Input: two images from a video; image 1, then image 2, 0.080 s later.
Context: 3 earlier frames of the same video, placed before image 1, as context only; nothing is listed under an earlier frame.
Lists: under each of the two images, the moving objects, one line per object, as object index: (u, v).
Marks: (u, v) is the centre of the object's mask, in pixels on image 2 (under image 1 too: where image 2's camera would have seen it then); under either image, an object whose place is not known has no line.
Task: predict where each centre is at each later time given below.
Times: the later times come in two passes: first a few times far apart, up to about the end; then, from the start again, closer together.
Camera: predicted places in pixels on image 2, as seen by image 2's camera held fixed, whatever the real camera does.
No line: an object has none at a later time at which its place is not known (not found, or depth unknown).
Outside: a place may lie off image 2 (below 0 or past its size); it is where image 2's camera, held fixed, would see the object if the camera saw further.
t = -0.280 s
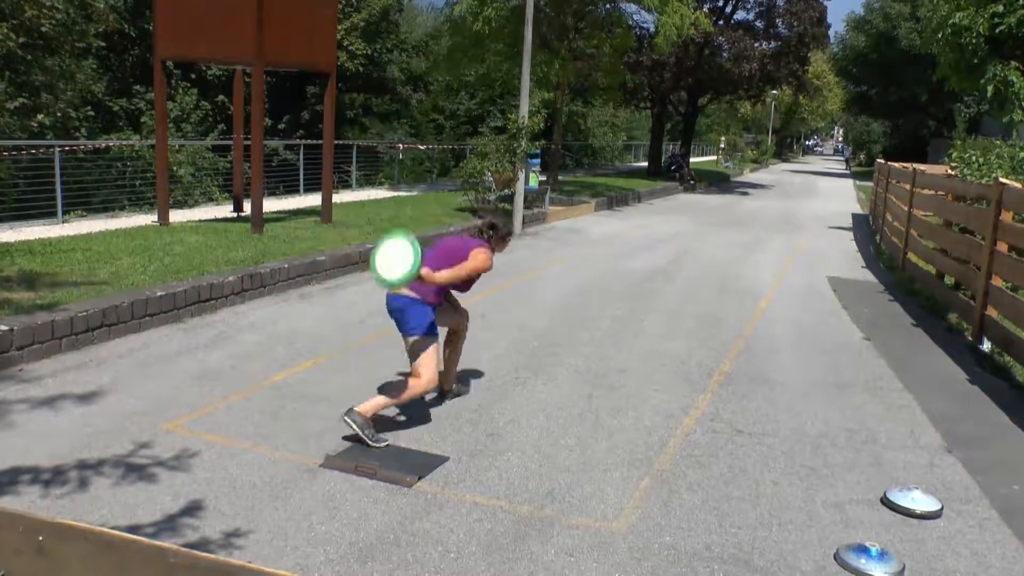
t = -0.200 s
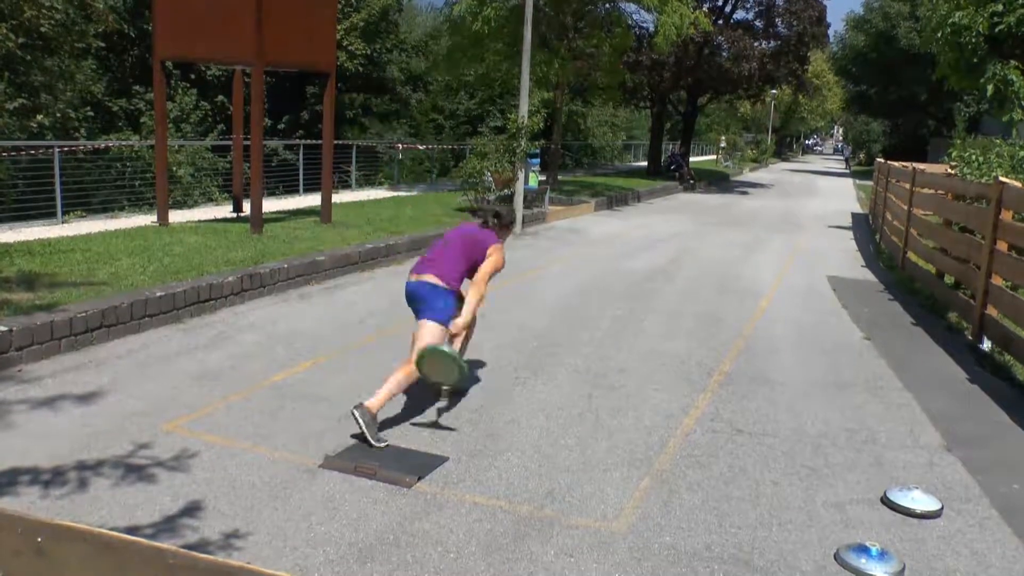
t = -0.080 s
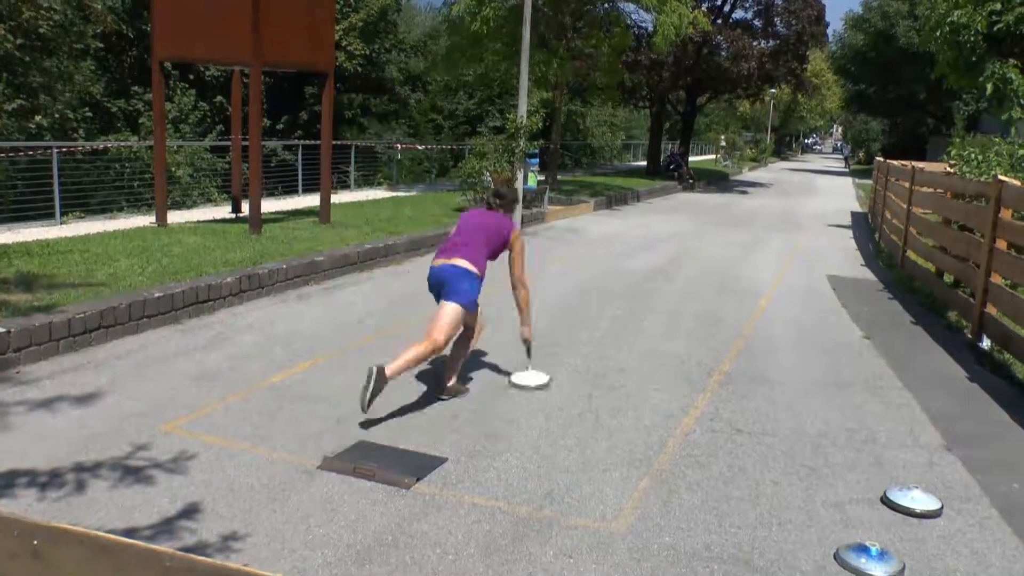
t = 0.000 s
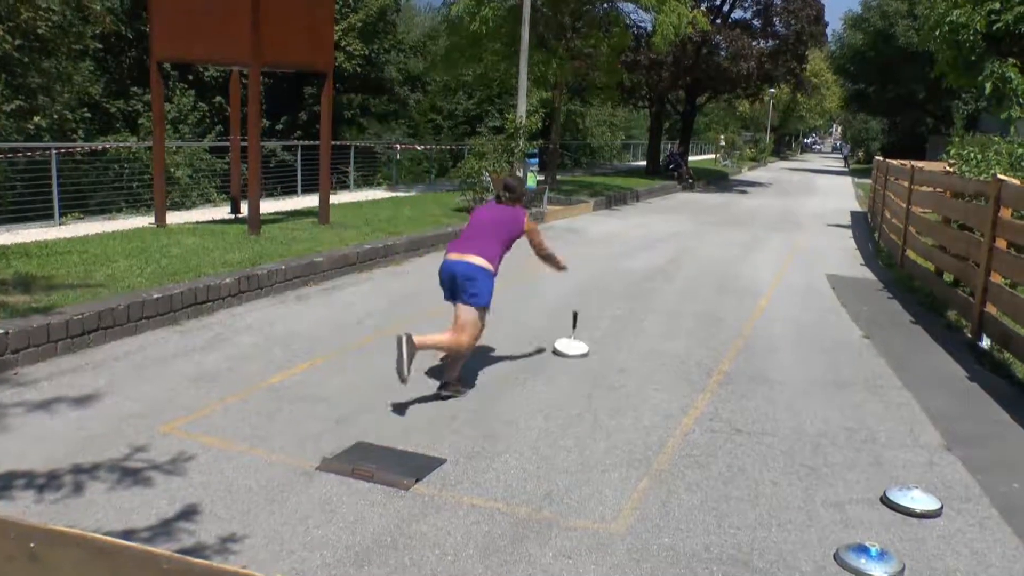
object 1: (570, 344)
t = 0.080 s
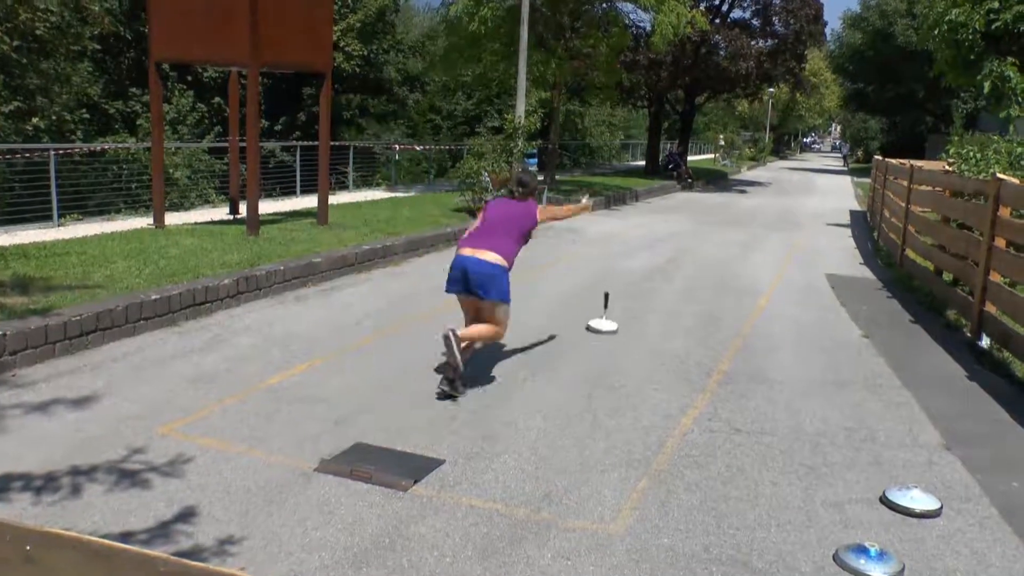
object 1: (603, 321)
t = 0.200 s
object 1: (639, 294)
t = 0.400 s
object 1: (680, 265)
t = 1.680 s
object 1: (781, 208)
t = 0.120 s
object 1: (617, 310)
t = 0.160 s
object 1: (629, 301)
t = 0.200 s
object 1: (639, 294)
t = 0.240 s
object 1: (649, 286)
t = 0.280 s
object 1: (659, 280)
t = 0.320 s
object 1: (667, 275)
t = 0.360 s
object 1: (674, 269)
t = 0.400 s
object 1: (680, 265)
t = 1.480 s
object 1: (770, 210)
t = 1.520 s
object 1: (772, 210)
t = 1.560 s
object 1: (774, 210)
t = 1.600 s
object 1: (776, 210)
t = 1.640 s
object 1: (778, 210)
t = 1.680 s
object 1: (781, 208)
